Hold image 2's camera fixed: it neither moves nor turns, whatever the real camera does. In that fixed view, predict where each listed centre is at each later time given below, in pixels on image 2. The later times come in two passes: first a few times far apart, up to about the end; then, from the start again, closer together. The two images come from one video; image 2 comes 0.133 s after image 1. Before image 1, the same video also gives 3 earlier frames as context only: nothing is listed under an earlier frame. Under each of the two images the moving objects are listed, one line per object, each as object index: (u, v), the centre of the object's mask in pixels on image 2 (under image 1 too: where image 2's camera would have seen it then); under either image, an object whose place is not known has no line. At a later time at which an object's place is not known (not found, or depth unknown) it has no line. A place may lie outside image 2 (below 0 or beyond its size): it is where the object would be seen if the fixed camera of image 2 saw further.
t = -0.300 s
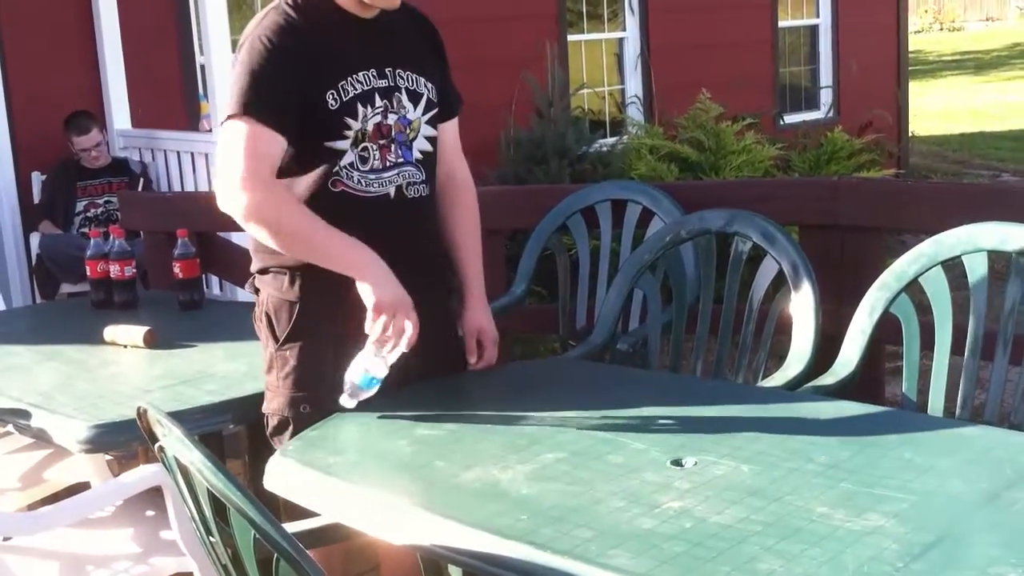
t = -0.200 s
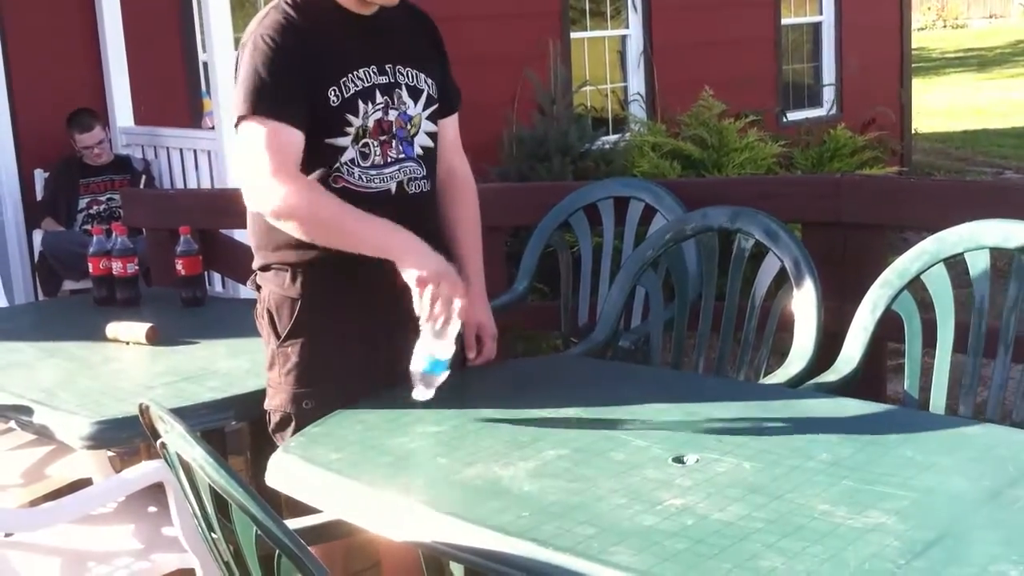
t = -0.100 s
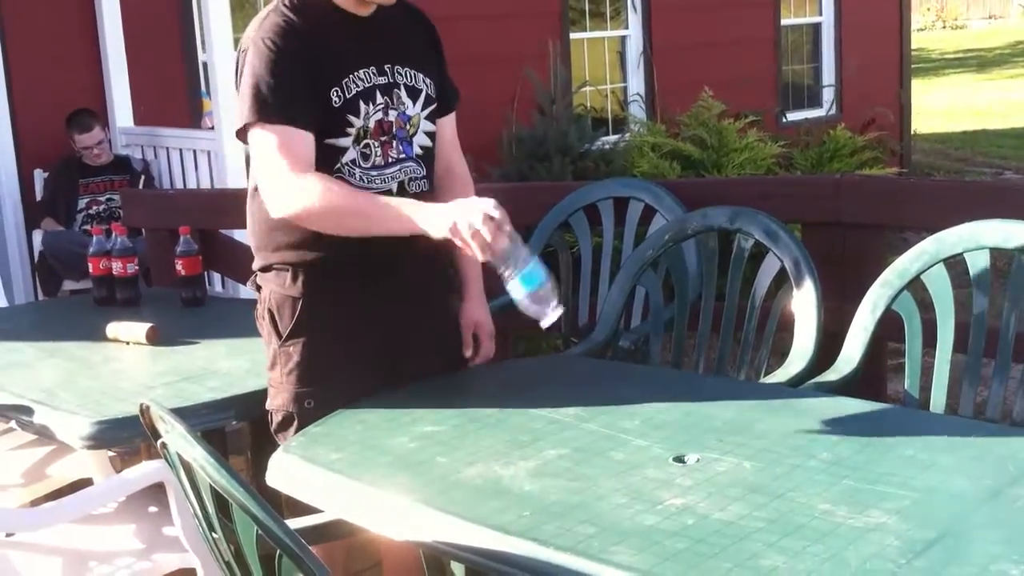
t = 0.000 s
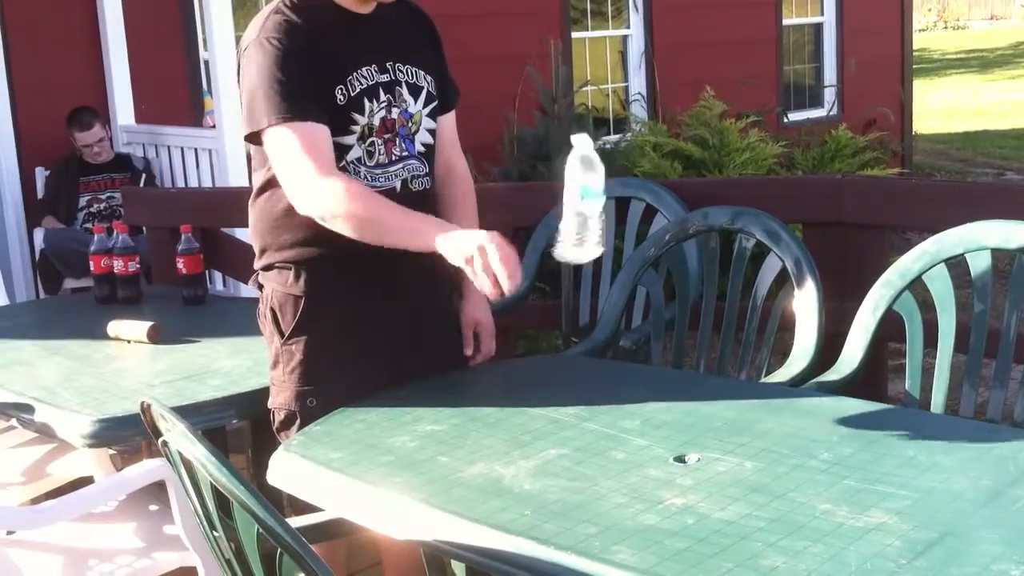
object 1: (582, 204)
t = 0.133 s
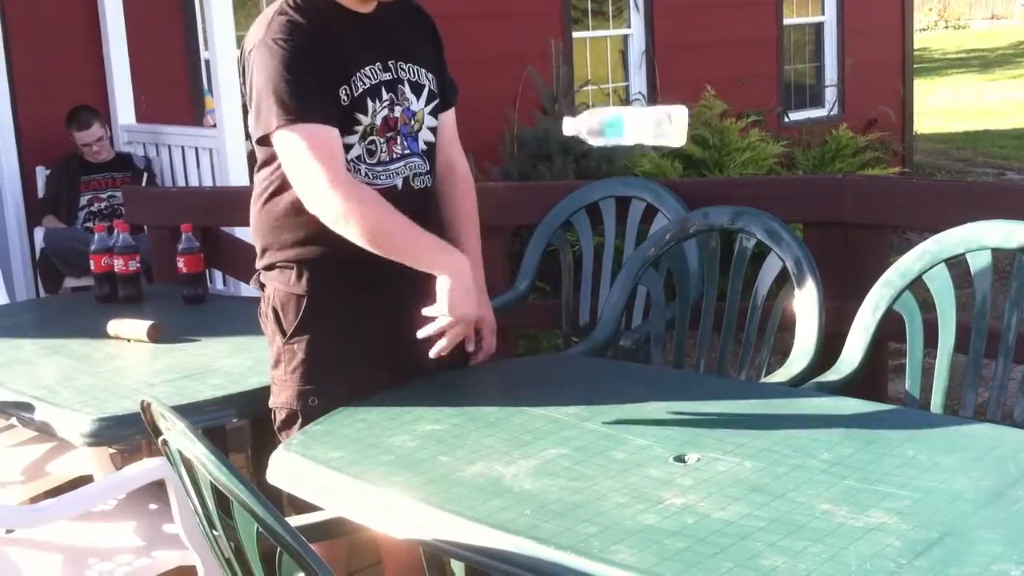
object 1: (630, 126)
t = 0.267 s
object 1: (668, 178)
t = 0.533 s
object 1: (738, 405)
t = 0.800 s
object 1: (788, 462)
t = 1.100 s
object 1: (788, 465)
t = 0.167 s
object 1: (639, 129)
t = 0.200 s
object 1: (649, 139)
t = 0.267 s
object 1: (668, 178)
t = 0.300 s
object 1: (678, 208)
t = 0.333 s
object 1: (688, 243)
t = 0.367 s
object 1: (698, 283)
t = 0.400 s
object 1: (708, 330)
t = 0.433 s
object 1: (719, 381)
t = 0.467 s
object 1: (729, 401)
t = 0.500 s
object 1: (734, 403)
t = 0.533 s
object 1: (738, 405)
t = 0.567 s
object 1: (743, 407)
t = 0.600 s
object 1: (749, 412)
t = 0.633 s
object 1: (757, 417)
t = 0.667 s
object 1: (767, 427)
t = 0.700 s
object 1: (775, 444)
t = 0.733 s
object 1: (782, 461)
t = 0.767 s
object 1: (787, 461)
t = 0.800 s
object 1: (788, 462)
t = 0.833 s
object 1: (788, 462)
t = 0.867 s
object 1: (789, 462)
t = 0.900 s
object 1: (788, 462)
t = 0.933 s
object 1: (788, 463)
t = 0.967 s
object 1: (787, 464)
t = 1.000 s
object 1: (788, 465)
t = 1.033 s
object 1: (787, 465)
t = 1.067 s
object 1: (788, 465)
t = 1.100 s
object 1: (788, 465)
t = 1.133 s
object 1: (787, 465)
